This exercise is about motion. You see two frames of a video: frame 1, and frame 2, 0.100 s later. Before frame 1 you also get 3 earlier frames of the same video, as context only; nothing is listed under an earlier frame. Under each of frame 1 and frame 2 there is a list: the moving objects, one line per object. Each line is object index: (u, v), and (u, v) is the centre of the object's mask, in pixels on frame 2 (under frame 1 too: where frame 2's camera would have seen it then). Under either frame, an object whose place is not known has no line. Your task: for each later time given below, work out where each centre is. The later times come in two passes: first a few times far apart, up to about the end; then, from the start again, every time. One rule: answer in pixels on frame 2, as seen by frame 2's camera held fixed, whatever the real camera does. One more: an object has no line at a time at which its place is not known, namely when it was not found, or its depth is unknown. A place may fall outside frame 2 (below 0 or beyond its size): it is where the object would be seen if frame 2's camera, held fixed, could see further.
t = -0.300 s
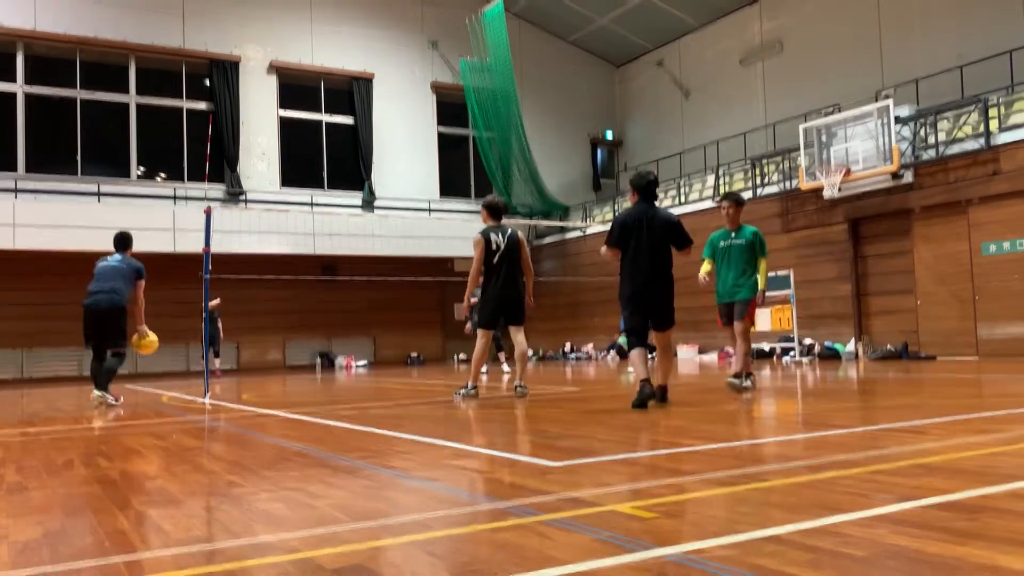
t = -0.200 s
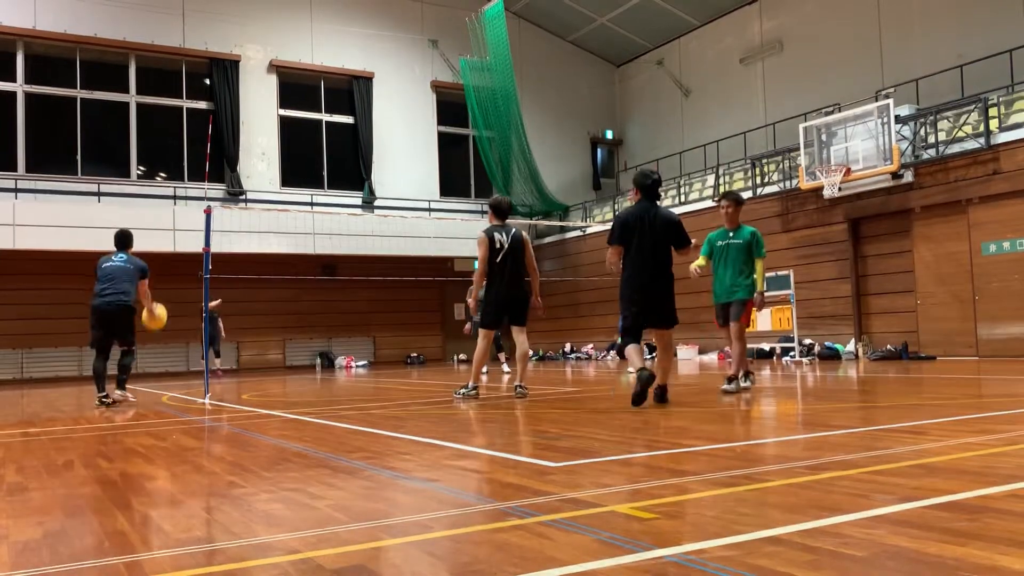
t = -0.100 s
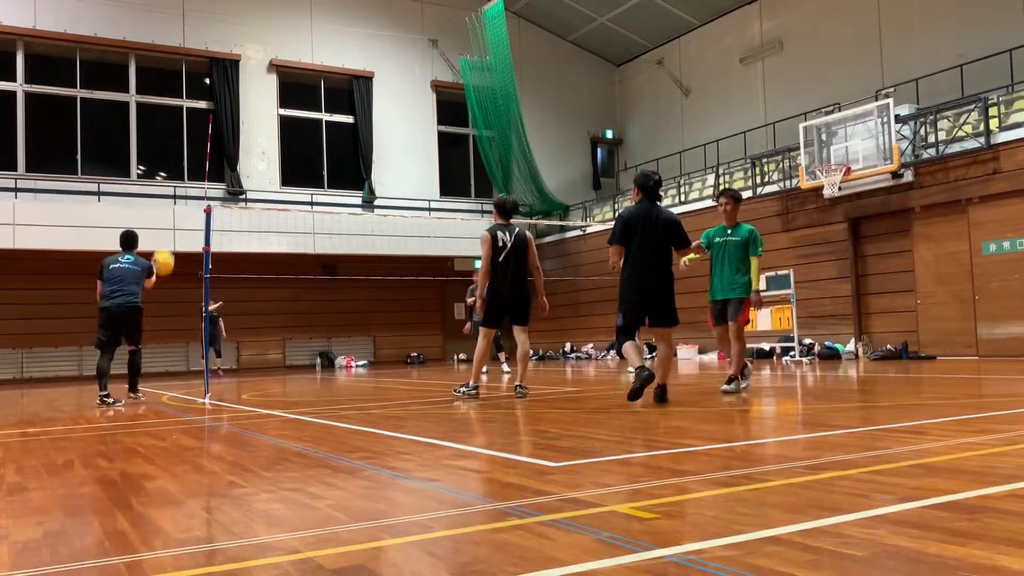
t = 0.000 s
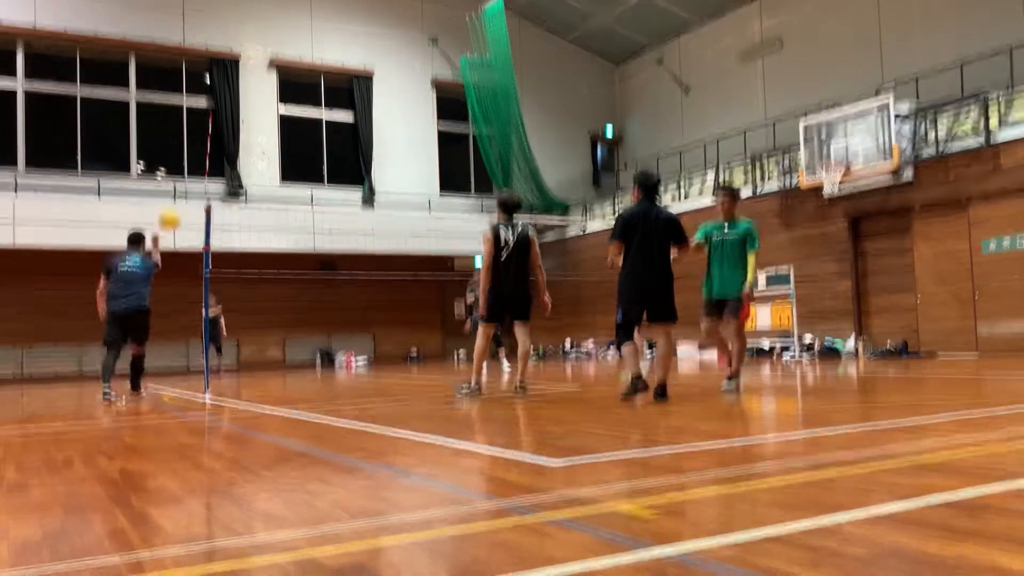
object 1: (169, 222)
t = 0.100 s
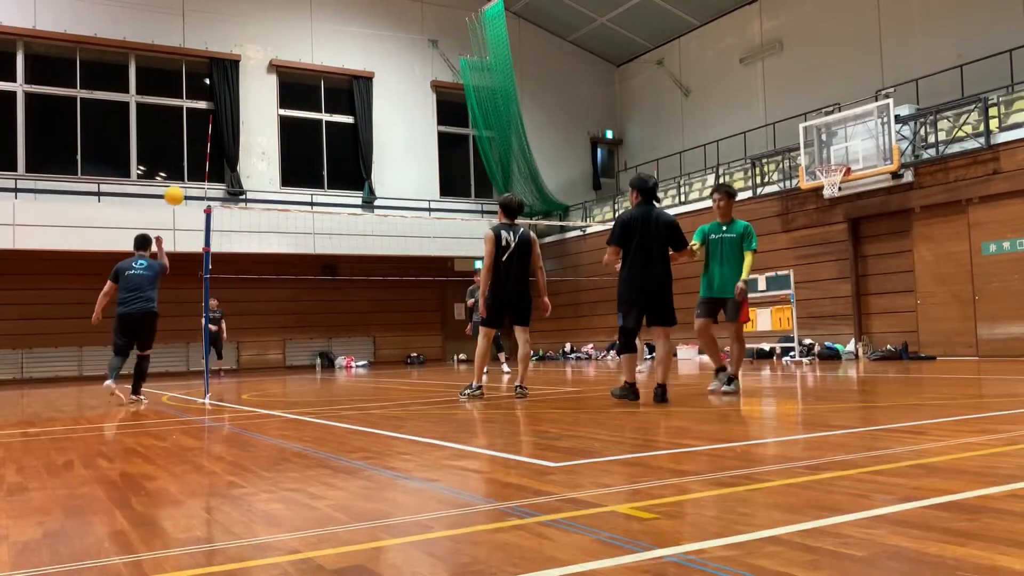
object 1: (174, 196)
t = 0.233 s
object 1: (180, 175)
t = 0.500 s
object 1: (190, 173)
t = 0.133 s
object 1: (175, 189)
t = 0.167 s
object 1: (177, 183)
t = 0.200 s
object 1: (178, 179)
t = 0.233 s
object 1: (180, 175)
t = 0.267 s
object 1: (181, 172)
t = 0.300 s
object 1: (183, 170)
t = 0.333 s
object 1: (184, 169)
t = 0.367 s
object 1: (185, 166)
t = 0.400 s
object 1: (186, 168)
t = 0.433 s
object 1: (188, 170)
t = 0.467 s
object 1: (189, 171)
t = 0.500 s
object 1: (190, 173)
